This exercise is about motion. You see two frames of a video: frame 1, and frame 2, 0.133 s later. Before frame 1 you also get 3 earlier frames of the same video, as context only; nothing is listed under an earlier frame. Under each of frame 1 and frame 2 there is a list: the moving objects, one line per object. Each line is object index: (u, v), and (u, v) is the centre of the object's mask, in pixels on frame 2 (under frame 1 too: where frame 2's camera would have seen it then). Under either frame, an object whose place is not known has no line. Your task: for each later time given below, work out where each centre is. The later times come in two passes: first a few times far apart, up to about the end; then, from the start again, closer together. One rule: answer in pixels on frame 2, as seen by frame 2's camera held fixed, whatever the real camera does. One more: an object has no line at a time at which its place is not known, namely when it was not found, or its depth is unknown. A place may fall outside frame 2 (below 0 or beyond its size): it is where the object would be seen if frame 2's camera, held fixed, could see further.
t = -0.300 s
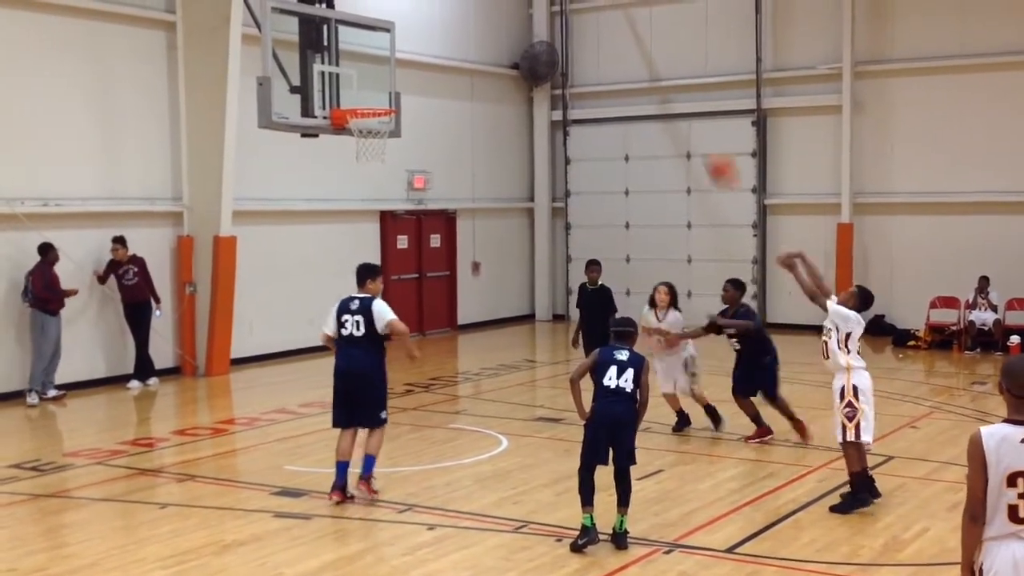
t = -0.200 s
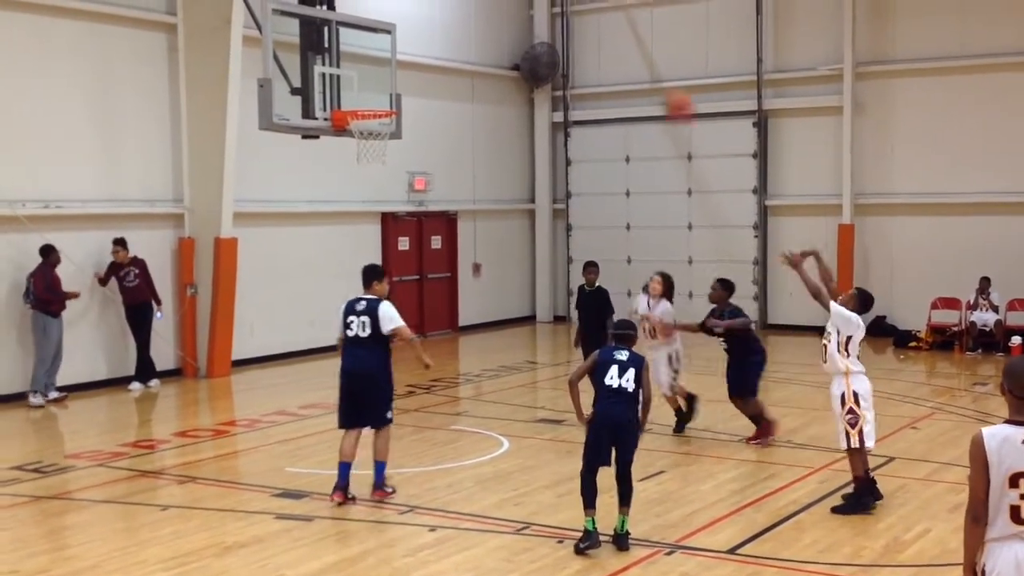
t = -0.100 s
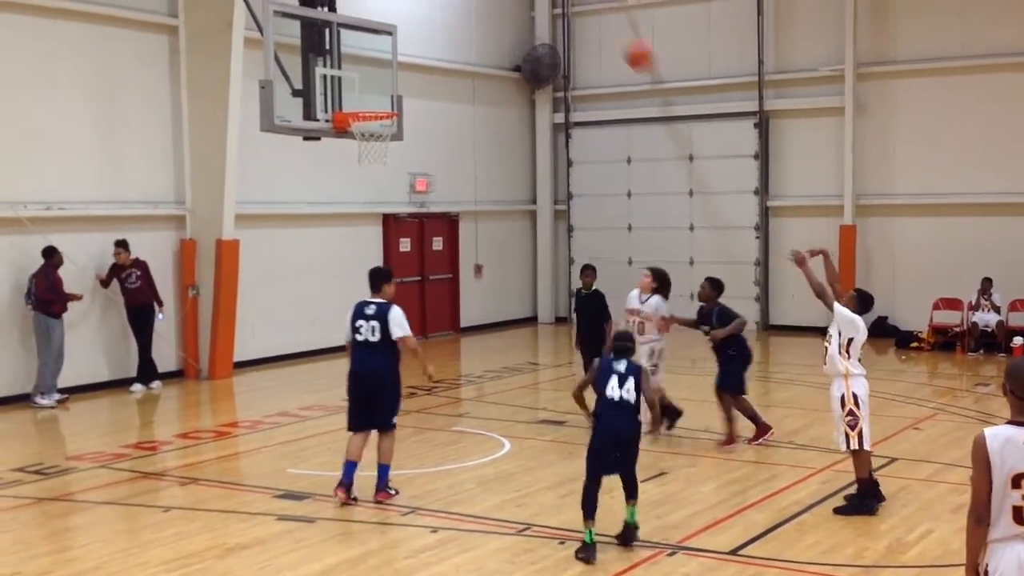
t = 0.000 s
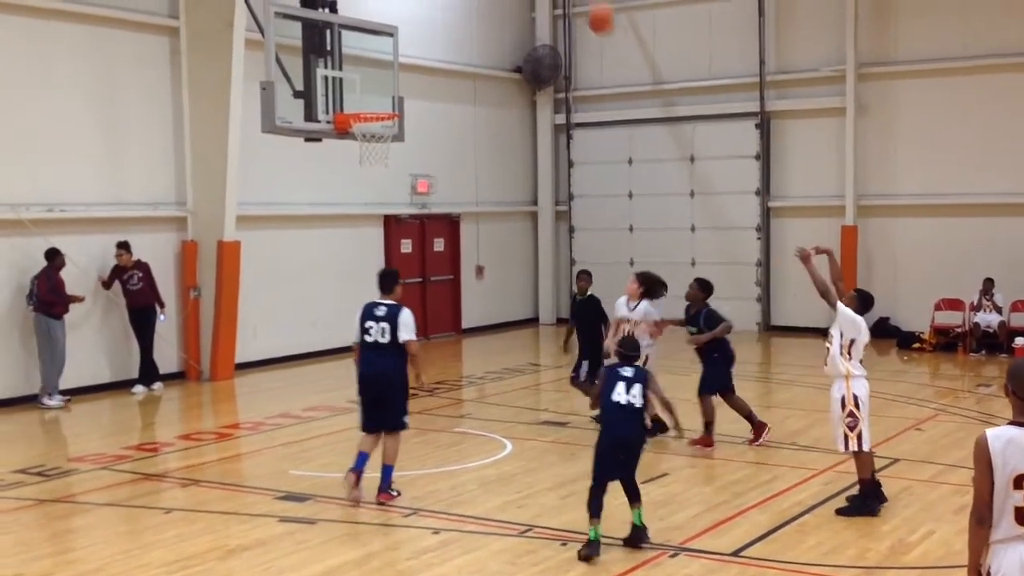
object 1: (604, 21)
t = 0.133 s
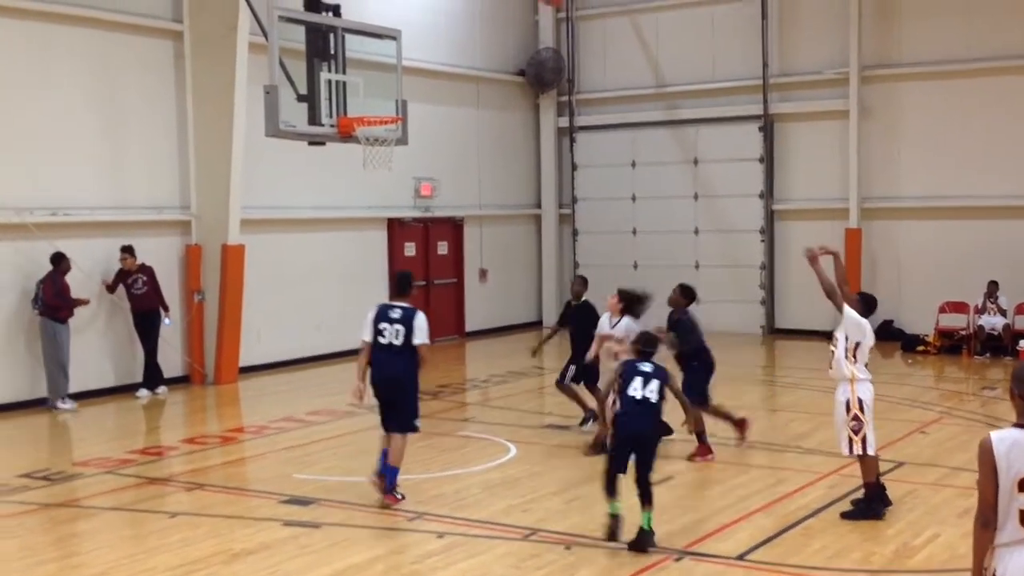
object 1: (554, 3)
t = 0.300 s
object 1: (492, -6)
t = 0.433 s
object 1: (447, 2)
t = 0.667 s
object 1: (374, 78)
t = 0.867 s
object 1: (379, 60)
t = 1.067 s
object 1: (417, 13)
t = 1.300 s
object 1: (461, 17)
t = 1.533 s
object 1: (507, 78)
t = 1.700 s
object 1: (538, 158)
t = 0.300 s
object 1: (492, -6)
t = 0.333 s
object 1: (481, -7)
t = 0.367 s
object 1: (469, -7)
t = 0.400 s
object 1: (458, -4)
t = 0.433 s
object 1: (447, 2)
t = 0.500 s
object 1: (425, 18)
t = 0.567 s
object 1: (404, 38)
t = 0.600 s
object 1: (394, 50)
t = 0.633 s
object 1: (384, 64)
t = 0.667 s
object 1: (374, 78)
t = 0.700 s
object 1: (365, 92)
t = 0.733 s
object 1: (357, 105)
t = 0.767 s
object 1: (361, 96)
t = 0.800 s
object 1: (366, 83)
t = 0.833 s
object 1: (372, 71)
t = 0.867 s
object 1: (379, 60)
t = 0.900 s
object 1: (385, 48)
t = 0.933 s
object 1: (391, 38)
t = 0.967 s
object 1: (397, 30)
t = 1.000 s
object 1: (404, 24)
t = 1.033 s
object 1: (410, 18)
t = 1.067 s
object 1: (417, 13)
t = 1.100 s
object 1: (423, 10)
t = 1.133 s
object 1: (429, 8)
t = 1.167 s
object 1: (435, 7)
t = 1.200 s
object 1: (442, 8)
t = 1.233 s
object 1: (448, 9)
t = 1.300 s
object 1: (461, 17)
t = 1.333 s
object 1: (468, 22)
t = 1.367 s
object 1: (475, 28)
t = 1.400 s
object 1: (481, 36)
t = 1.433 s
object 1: (487, 44)
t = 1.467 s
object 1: (494, 54)
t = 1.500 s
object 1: (501, 65)
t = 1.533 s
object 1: (507, 78)
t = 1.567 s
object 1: (515, 92)
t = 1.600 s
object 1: (520, 106)
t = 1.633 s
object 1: (526, 122)
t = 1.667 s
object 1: (531, 140)
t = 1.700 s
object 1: (538, 158)
